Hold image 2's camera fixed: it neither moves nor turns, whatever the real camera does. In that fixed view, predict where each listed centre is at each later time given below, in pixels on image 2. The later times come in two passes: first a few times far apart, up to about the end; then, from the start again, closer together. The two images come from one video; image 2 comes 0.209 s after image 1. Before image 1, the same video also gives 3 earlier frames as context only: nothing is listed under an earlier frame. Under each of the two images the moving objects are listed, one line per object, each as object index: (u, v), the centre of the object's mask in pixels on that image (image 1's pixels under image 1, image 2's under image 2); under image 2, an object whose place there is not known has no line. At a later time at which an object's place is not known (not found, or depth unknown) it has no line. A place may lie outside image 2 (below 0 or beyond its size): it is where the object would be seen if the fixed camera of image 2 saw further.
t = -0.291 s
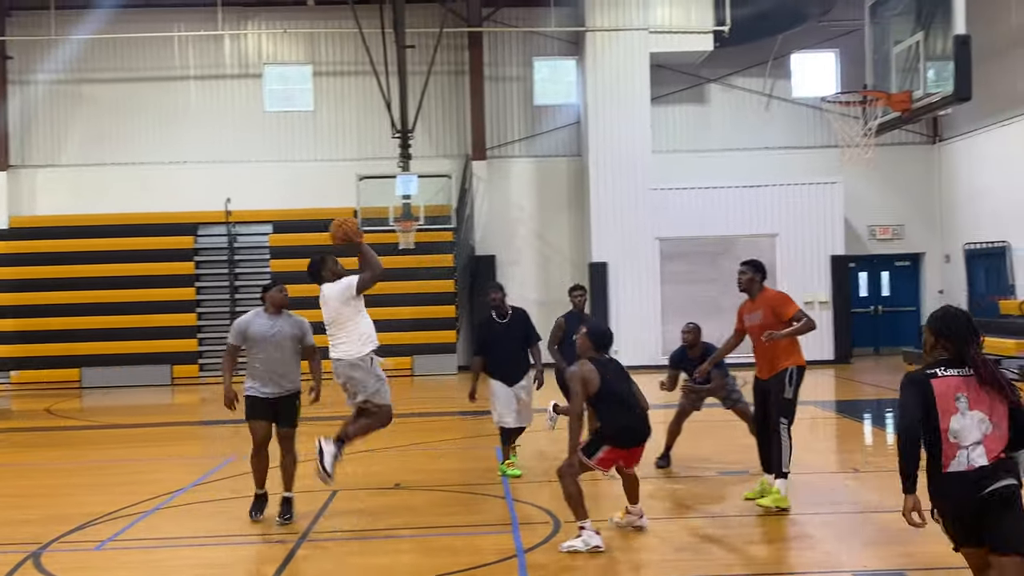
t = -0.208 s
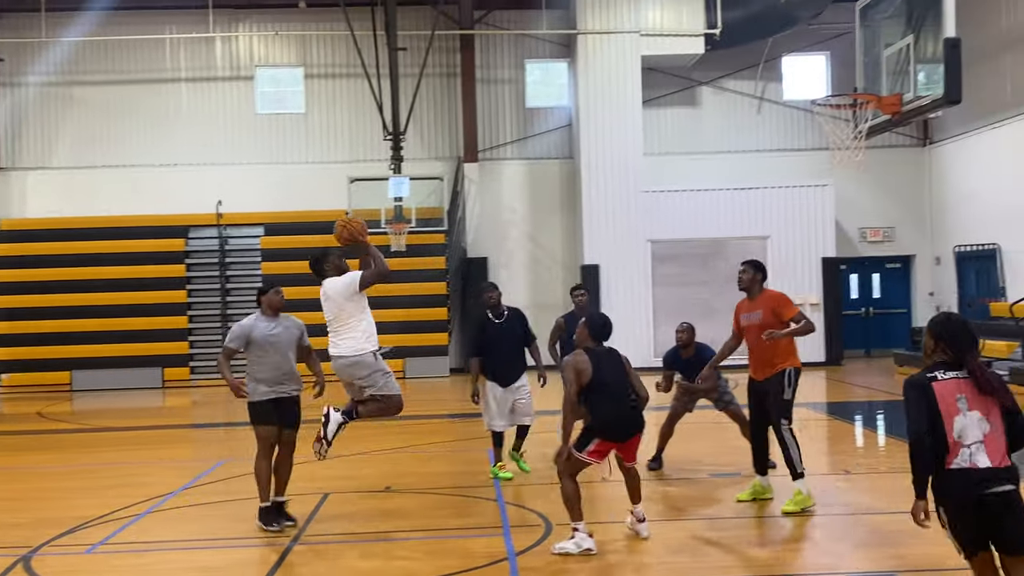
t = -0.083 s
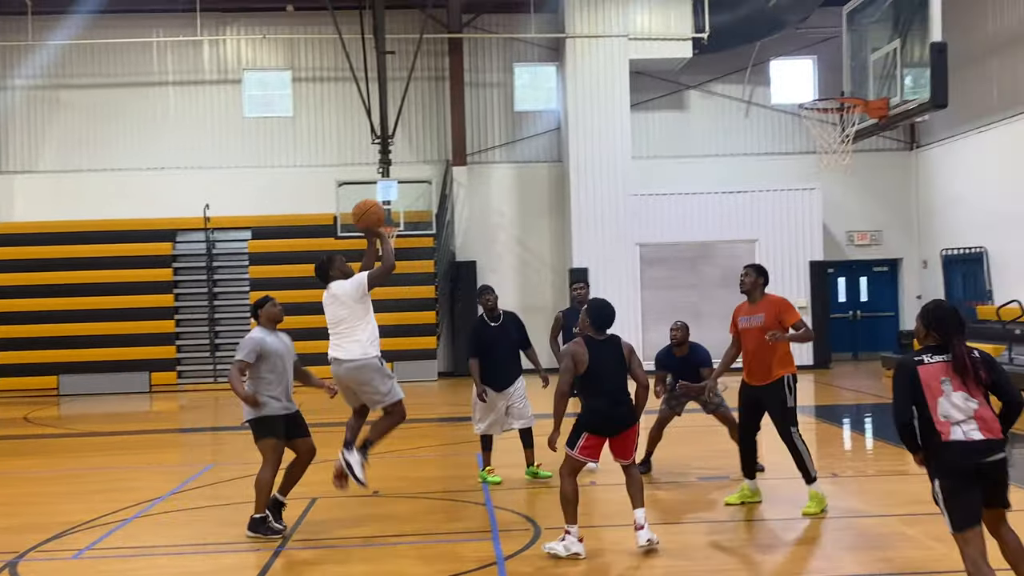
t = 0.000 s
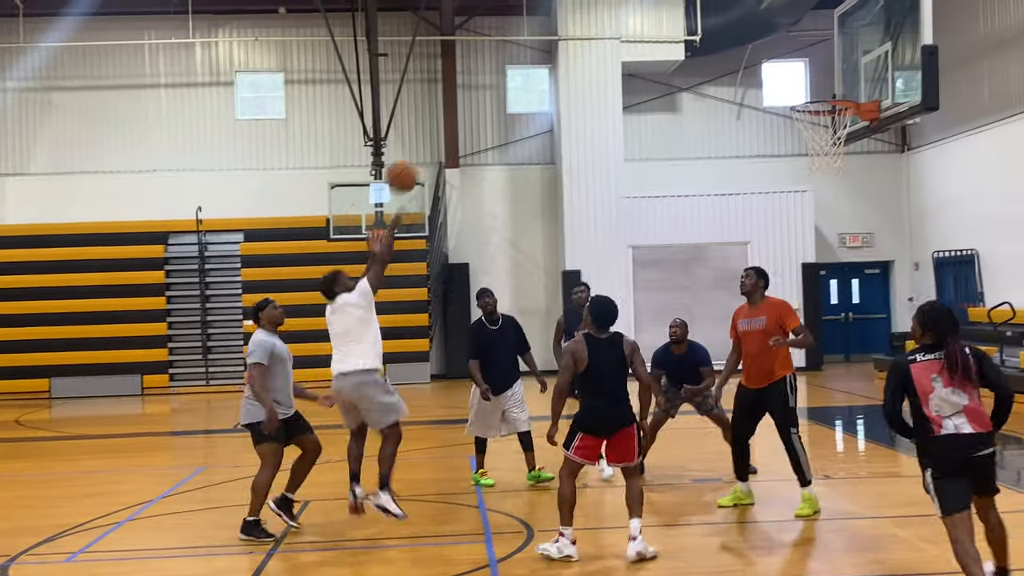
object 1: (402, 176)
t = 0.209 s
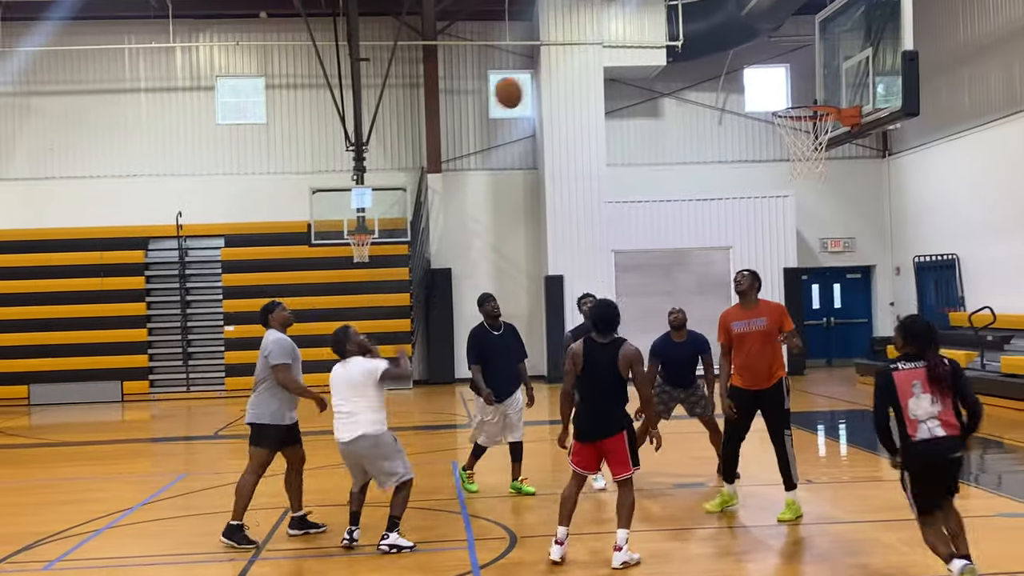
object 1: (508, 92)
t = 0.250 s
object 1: (534, 81)
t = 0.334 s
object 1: (583, 67)
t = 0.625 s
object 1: (751, 88)
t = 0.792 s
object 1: (808, 85)
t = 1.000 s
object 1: (818, 90)
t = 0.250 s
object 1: (534, 81)
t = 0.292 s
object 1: (557, 73)
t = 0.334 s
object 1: (583, 67)
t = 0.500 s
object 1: (684, 64)
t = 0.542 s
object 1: (706, 70)
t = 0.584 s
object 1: (729, 77)
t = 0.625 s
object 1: (751, 88)
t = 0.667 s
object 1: (775, 99)
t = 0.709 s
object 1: (787, 93)
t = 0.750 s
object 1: (798, 88)
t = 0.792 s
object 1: (808, 85)
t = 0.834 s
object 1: (818, 84)
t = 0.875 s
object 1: (829, 86)
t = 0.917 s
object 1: (837, 88)
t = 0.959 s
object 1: (828, 89)
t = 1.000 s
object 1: (818, 90)
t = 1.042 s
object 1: (810, 93)
